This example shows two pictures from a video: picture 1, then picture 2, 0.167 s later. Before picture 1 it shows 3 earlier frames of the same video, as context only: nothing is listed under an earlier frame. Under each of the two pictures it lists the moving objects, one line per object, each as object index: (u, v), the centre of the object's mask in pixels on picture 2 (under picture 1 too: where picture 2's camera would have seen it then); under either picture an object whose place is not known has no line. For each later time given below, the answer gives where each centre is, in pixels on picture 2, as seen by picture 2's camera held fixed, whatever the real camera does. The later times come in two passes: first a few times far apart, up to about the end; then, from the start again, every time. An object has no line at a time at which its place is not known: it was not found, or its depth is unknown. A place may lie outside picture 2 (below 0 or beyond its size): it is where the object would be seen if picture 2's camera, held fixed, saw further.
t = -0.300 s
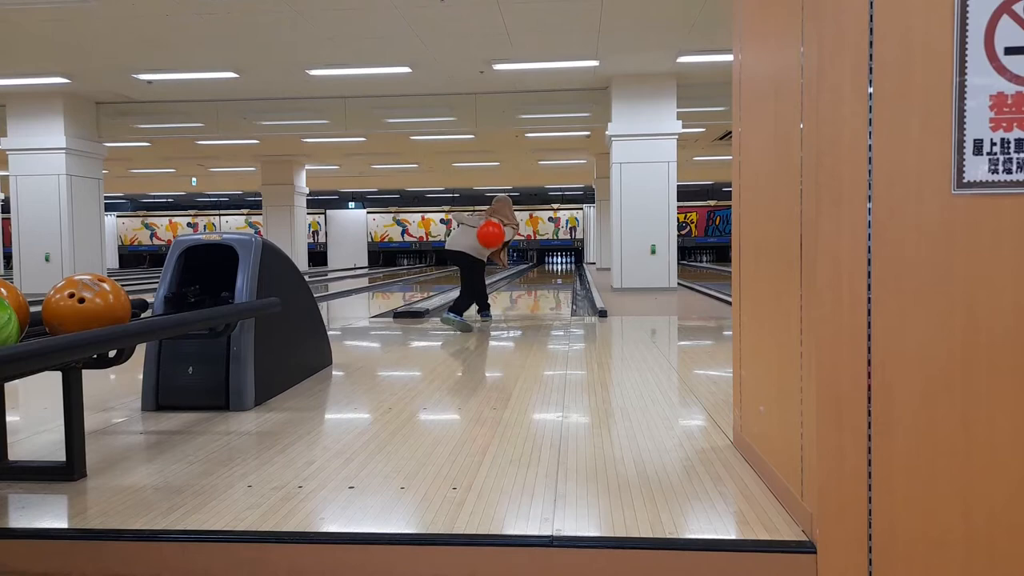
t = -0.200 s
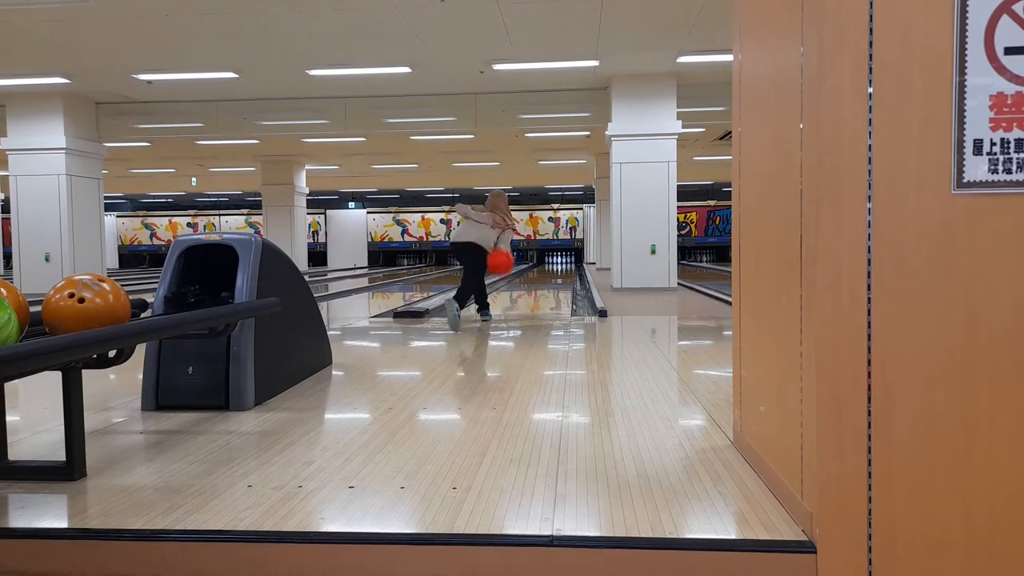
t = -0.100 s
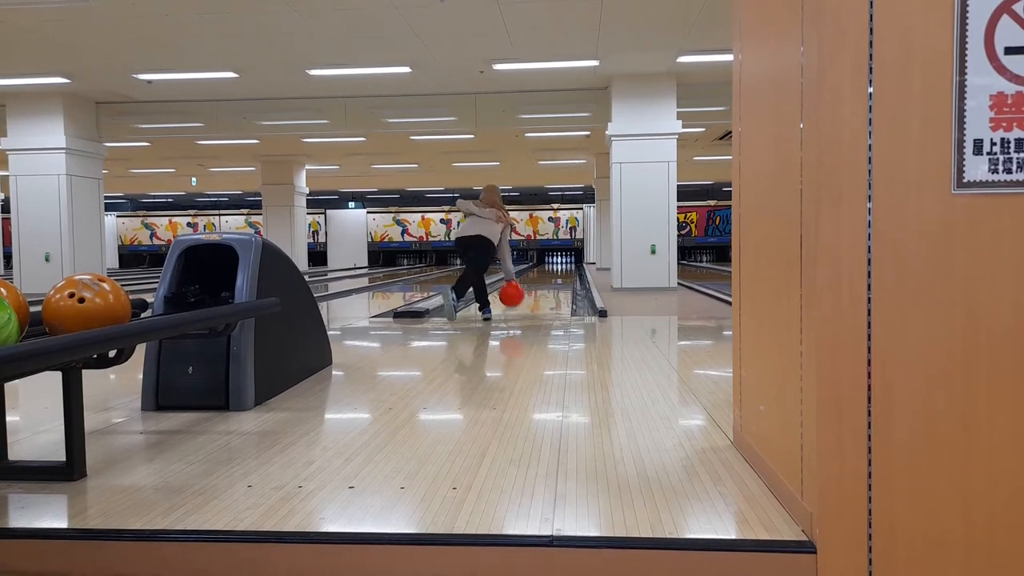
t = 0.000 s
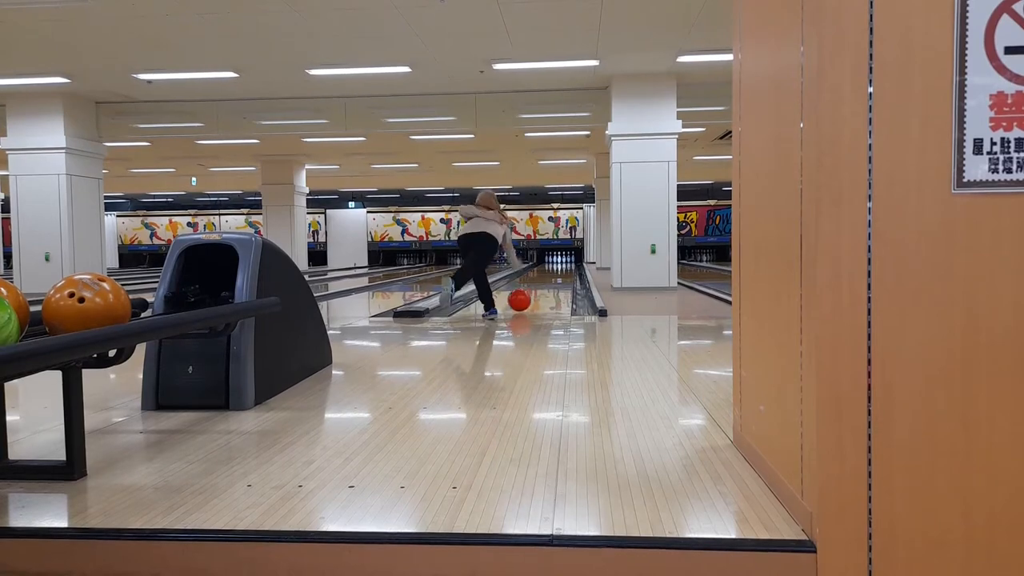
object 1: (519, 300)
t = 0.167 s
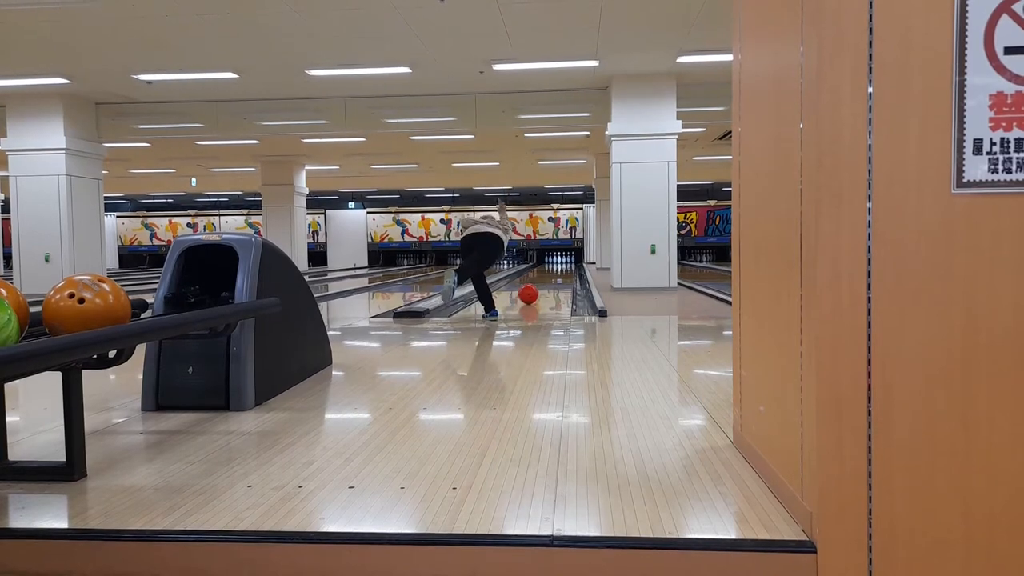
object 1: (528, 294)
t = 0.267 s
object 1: (532, 290)
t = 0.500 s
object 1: (541, 284)
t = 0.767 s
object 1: (547, 278)
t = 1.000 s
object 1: (551, 275)
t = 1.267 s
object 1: (555, 272)
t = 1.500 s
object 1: (558, 269)
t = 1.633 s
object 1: (559, 269)
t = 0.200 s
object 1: (529, 292)
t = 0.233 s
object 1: (531, 291)
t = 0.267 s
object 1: (532, 290)
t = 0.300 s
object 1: (534, 289)
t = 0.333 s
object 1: (535, 288)
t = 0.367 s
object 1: (536, 287)
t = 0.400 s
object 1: (537, 286)
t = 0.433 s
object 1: (539, 285)
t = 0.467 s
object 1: (540, 284)
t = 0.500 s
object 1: (541, 284)
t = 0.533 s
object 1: (542, 283)
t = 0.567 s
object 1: (543, 282)
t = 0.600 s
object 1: (543, 281)
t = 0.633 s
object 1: (544, 281)
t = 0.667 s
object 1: (545, 280)
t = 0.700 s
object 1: (546, 279)
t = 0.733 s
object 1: (547, 279)
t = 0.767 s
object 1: (547, 278)
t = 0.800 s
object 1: (548, 278)
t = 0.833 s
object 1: (549, 277)
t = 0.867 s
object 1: (549, 277)
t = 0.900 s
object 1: (549, 276)
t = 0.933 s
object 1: (550, 276)
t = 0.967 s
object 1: (551, 275)
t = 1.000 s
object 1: (551, 275)
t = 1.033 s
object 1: (552, 274)
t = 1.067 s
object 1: (552, 274)
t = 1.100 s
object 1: (553, 274)
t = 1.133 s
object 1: (554, 273)
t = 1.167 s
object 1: (554, 273)
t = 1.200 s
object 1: (554, 272)
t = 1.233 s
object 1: (555, 272)
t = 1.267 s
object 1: (555, 272)
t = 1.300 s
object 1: (556, 271)
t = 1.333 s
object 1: (557, 270)
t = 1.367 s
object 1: (557, 270)
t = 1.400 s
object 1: (557, 270)
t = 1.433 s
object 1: (558, 270)
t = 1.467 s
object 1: (557, 270)
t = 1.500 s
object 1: (558, 269)
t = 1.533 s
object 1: (558, 269)
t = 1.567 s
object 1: (558, 269)
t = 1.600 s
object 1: (559, 269)
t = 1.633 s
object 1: (559, 269)
